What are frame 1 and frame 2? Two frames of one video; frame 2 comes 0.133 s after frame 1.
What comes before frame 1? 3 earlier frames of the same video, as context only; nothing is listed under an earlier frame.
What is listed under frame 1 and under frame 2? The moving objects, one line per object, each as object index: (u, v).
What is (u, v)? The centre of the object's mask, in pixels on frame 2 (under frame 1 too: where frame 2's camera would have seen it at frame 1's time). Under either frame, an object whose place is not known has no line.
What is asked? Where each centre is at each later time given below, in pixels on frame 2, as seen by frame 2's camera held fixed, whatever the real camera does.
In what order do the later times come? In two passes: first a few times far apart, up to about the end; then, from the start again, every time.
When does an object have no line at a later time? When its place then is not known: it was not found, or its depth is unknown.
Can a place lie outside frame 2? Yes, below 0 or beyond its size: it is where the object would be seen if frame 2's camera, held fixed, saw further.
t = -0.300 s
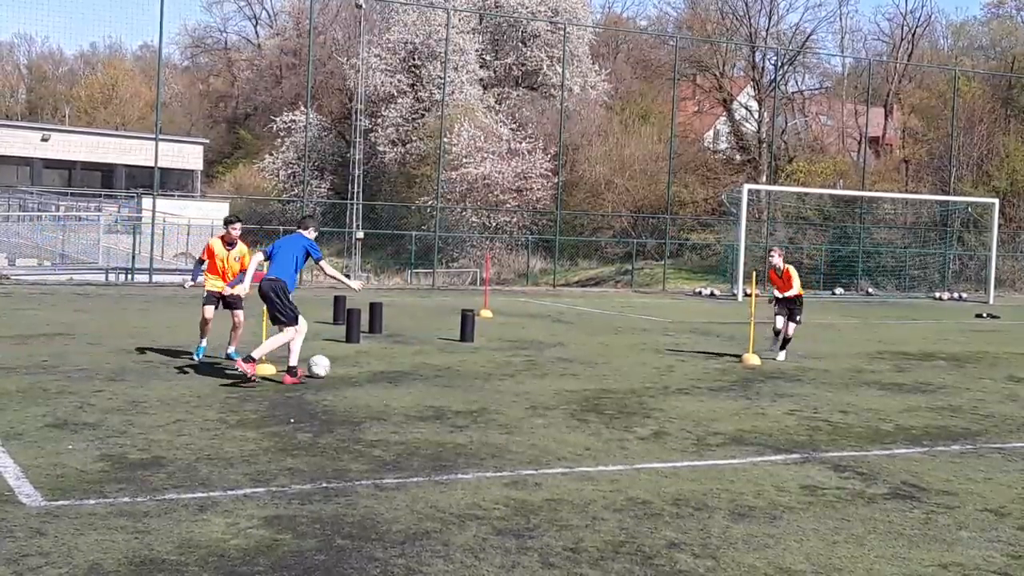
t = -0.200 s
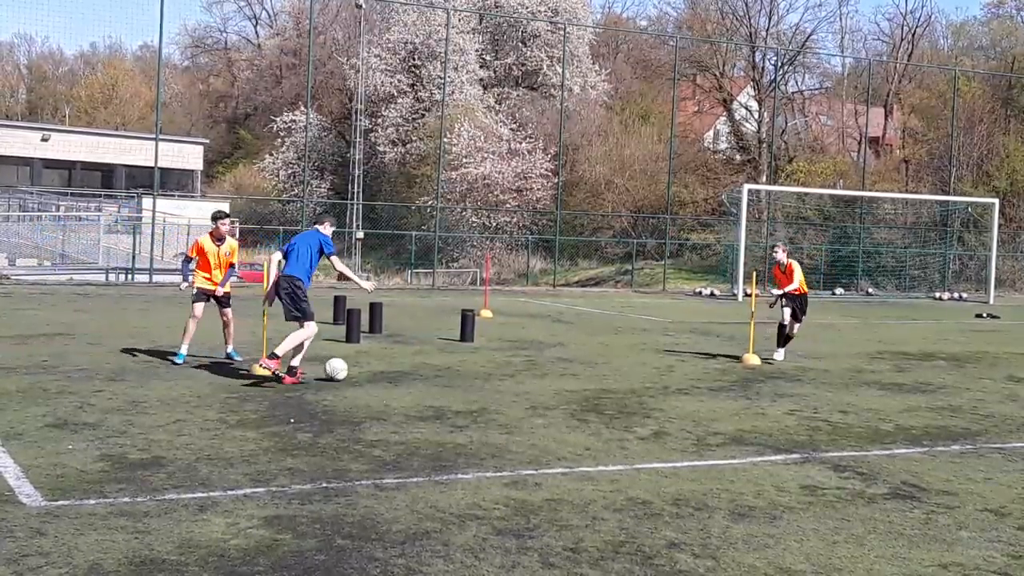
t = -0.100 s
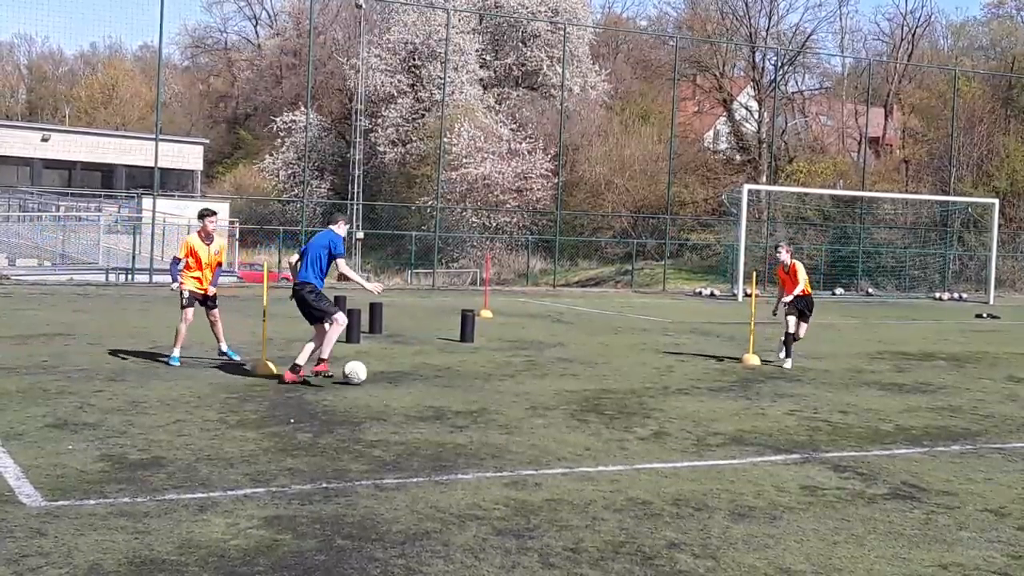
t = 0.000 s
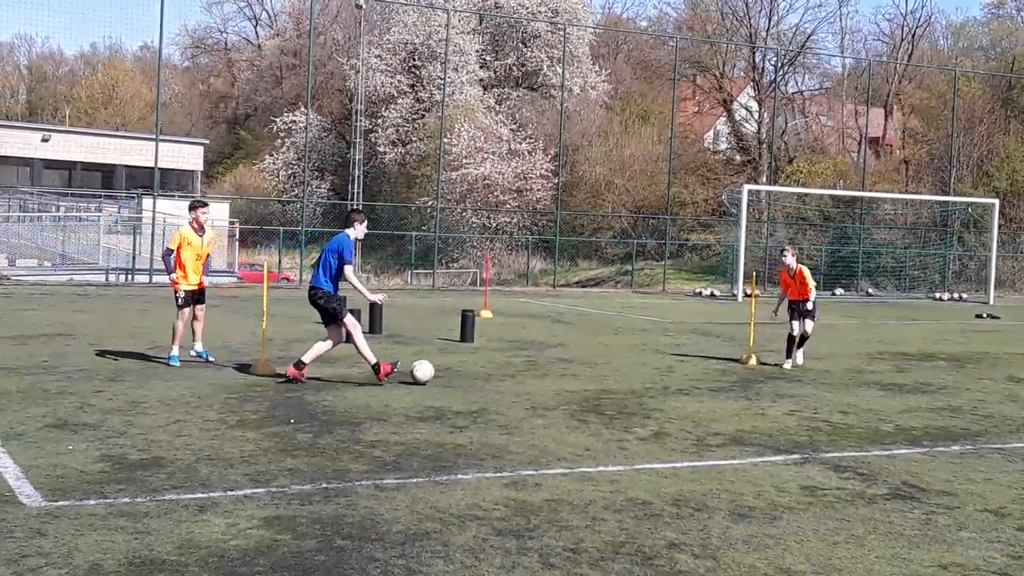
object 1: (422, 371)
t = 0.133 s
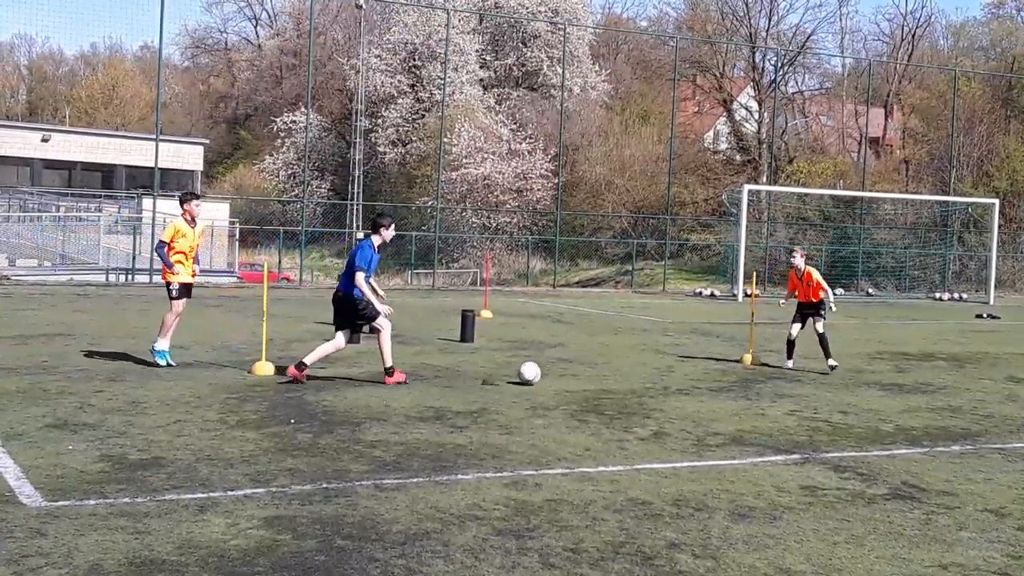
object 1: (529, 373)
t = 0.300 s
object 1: (640, 374)
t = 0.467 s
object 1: (732, 374)
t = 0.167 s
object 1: (553, 374)
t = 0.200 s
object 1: (578, 373)
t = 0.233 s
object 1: (598, 374)
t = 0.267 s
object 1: (621, 374)
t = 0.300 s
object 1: (640, 374)
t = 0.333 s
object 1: (659, 373)
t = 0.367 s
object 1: (678, 374)
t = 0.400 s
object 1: (697, 374)
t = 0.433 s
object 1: (715, 374)
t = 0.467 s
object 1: (732, 374)
